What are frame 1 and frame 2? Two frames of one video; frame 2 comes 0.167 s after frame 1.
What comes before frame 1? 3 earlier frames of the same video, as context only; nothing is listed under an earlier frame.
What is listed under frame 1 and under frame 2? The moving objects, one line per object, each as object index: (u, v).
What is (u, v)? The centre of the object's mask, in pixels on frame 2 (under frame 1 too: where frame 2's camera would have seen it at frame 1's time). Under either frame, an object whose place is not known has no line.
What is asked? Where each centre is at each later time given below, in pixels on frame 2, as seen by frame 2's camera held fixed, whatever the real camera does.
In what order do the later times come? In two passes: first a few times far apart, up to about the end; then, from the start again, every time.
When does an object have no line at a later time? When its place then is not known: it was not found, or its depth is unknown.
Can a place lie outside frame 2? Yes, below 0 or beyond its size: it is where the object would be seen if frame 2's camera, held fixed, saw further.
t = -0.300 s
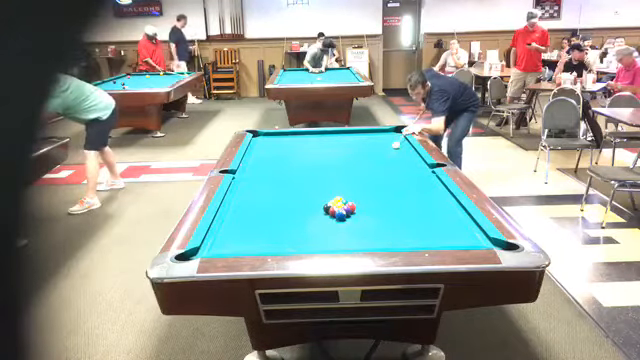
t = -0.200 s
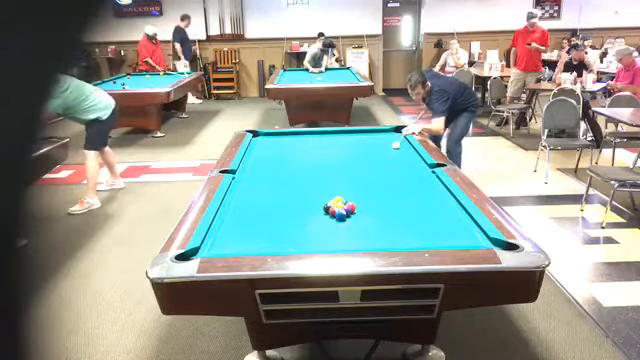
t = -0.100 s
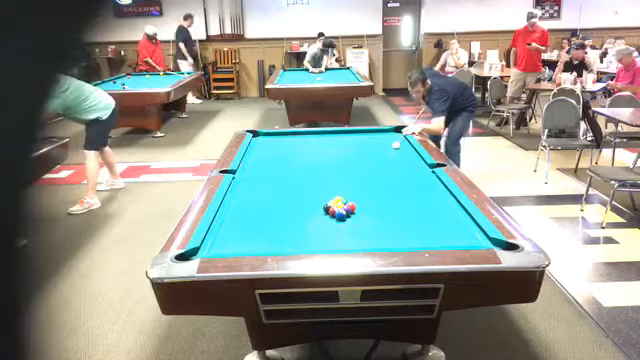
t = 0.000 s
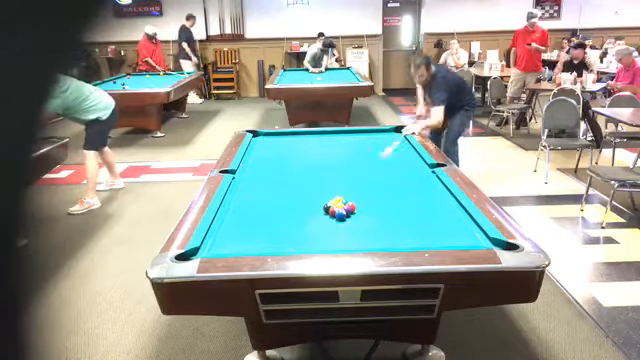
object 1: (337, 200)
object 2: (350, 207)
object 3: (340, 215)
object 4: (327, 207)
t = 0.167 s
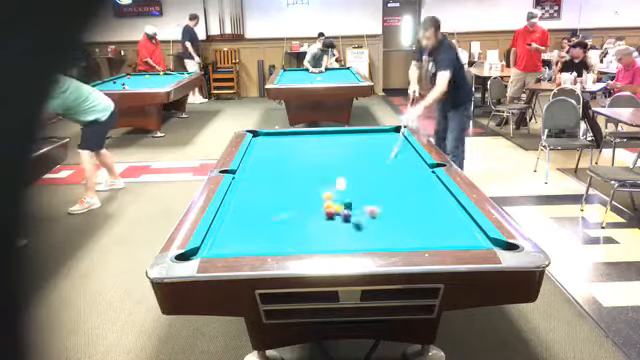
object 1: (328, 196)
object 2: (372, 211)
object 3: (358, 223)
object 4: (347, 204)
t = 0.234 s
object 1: (316, 195)
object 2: (401, 217)
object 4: (351, 204)
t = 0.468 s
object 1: (280, 190)
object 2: (475, 237)
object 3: (416, 231)
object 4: (365, 199)
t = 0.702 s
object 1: (250, 182)
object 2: (441, 243)
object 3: (428, 212)
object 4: (377, 196)
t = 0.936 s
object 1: (246, 176)
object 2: (405, 240)
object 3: (439, 196)
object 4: (388, 191)
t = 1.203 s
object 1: (267, 169)
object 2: (367, 236)
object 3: (431, 183)
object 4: (399, 188)
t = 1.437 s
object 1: (284, 164)
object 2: (335, 232)
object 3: (415, 175)
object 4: (408, 186)
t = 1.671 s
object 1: (299, 159)
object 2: (307, 228)
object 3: (400, 167)
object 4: (416, 183)
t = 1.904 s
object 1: (313, 155)
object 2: (296, 223)
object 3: (387, 160)
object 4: (424, 180)
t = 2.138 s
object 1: (326, 151)
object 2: (286, 220)
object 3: (376, 153)
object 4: (431, 179)
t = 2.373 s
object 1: (337, 148)
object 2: (276, 216)
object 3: (366, 148)
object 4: (432, 178)
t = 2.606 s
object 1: (348, 145)
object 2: (268, 212)
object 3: (357, 143)
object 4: (428, 176)
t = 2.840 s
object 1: (351, 142)
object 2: (261, 209)
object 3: (356, 140)
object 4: (424, 176)
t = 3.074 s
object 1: (353, 140)
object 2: (254, 206)
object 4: (421, 175)
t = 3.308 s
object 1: (347, 138)
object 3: (351, 132)
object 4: (419, 175)
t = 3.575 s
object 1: (340, 136)
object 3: (348, 134)
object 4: (418, 175)
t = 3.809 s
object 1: (335, 134)
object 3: (345, 137)
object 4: (417, 175)
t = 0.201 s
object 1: (323, 194)
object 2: (386, 214)
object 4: (350, 204)
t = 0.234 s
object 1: (316, 195)
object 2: (401, 217)
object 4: (351, 204)
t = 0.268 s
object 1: (309, 196)
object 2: (414, 220)
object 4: (354, 203)
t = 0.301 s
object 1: (304, 195)
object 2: (428, 223)
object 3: (405, 244)
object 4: (356, 203)
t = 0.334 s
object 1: (299, 194)
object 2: (441, 226)
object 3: (407, 242)
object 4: (358, 201)
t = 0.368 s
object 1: (295, 194)
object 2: (455, 229)
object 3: (409, 241)
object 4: (359, 201)
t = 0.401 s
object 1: (291, 191)
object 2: (468, 231)
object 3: (411, 237)
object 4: (361, 200)
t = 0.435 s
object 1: (287, 191)
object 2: (480, 234)
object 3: (414, 234)
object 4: (363, 199)
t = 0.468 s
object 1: (280, 190)
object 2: (475, 237)
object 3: (416, 231)
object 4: (365, 199)
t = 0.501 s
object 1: (276, 188)
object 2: (470, 237)
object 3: (418, 228)
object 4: (367, 198)
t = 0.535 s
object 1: (271, 188)
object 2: (464, 238)
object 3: (420, 225)
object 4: (368, 198)
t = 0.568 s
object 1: (266, 186)
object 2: (460, 240)
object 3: (422, 222)
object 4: (370, 197)
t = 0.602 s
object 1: (262, 185)
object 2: (455, 240)
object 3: (424, 220)
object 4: (372, 197)
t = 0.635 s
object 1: (259, 184)
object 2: (451, 242)
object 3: (425, 217)
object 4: (373, 196)
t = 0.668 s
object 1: (254, 184)
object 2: (447, 243)
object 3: (427, 214)
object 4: (375, 196)
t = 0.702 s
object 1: (250, 182)
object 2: (441, 243)
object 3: (428, 212)
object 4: (377, 196)
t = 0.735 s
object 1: (246, 181)
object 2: (436, 243)
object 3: (430, 209)
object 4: (379, 195)
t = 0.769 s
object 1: (242, 181)
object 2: (430, 243)
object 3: (431, 207)
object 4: (381, 195)
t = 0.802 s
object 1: (237, 180)
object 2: (424, 243)
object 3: (433, 204)
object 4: (382, 194)
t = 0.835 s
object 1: (237, 180)
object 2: (420, 242)
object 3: (435, 202)
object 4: (384, 194)
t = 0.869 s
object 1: (242, 177)
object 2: (415, 241)
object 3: (436, 200)
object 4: (385, 193)
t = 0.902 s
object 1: (244, 177)
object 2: (410, 241)
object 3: (438, 198)
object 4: (387, 192)
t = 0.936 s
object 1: (246, 176)
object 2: (405, 240)
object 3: (439, 196)
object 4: (388, 191)
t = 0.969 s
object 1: (249, 175)
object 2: (399, 240)
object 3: (441, 195)
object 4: (389, 191)
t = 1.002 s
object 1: (252, 174)
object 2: (394, 240)
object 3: (443, 193)
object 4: (391, 190)
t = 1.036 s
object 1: (253, 173)
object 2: (390, 239)
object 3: (444, 190)
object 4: (392, 190)
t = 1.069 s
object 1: (256, 173)
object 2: (385, 239)
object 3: (442, 188)
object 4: (393, 189)
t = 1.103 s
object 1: (260, 172)
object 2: (380, 238)
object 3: (439, 188)
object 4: (395, 189)
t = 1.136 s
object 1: (262, 171)
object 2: (376, 237)
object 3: (436, 185)
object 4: (396, 189)
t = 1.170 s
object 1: (265, 170)
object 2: (371, 237)
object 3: (434, 184)
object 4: (398, 188)
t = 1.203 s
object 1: (267, 169)
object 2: (367, 236)
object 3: (431, 183)
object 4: (399, 188)
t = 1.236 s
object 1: (270, 168)
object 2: (362, 235)
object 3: (428, 182)
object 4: (400, 188)
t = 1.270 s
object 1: (272, 167)
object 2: (357, 234)
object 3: (426, 180)
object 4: (401, 188)
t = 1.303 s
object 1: (275, 167)
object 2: (353, 234)
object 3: (424, 179)
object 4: (403, 187)
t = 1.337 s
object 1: (275, 167)
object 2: (349, 234)
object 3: (421, 178)
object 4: (404, 187)
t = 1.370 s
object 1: (280, 165)
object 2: (344, 233)
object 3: (419, 177)
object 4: (405, 186)
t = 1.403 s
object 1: (282, 165)
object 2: (340, 232)
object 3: (417, 175)
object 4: (406, 186)
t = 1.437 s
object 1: (284, 164)
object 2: (335, 232)
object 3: (415, 175)
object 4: (408, 186)
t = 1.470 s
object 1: (287, 163)
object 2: (331, 231)
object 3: (412, 173)
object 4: (409, 186)
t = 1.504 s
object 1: (289, 163)
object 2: (327, 230)
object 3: (410, 172)
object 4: (411, 185)
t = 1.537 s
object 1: (291, 163)
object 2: (324, 230)
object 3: (408, 171)
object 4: (412, 184)
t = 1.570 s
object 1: (292, 163)
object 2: (319, 229)
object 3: (406, 169)
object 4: (413, 184)
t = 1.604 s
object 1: (296, 161)
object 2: (314, 229)
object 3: (404, 169)
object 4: (414, 184)
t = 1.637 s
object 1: (298, 160)
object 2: (310, 229)
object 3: (402, 168)
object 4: (415, 183)
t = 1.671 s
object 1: (299, 159)
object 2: (307, 228)
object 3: (400, 167)
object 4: (416, 183)
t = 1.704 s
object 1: (299, 159)
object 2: (304, 228)
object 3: (399, 166)
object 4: (418, 182)
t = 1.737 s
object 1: (303, 158)
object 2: (303, 227)
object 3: (397, 165)
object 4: (418, 182)
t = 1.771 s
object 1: (305, 157)
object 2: (302, 226)
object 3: (395, 163)
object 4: (419, 182)
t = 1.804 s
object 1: (308, 157)
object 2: (301, 226)
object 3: (393, 163)
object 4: (421, 181)
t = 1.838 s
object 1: (310, 156)
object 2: (299, 225)
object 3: (392, 163)
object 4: (422, 181)
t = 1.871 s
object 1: (310, 156)
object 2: (297, 224)
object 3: (390, 162)
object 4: (423, 180)
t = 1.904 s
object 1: (313, 155)
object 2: (296, 223)
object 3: (387, 160)
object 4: (424, 180)
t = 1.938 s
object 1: (314, 155)
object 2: (294, 223)
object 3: (386, 158)
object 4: (425, 180)
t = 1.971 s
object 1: (316, 155)
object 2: (293, 222)
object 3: (385, 158)
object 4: (426, 180)
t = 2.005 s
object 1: (319, 153)
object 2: (291, 221)
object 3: (382, 157)
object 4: (427, 180)
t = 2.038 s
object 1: (320, 153)
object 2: (290, 221)
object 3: (381, 156)
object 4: (428, 180)
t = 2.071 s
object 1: (322, 152)
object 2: (288, 221)
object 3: (379, 155)
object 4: (429, 179)
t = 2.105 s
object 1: (323, 152)
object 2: (287, 220)
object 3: (379, 155)
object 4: (430, 179)
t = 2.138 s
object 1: (326, 151)
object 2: (286, 220)
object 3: (376, 153)
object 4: (431, 179)
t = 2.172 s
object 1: (326, 151)
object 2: (284, 218)
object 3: (376, 153)
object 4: (432, 179)
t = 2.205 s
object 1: (331, 150)
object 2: (283, 218)
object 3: (372, 151)
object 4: (433, 178)
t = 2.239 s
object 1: (331, 150)
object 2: (282, 218)
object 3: (372, 151)
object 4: (433, 178)
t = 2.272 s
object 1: (332, 149)
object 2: (280, 217)
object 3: (370, 150)
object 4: (433, 178)
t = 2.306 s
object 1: (334, 149)
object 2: (279, 216)
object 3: (369, 149)
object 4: (433, 178)
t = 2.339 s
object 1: (336, 148)
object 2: (277, 216)
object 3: (367, 149)
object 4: (433, 178)
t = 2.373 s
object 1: (337, 148)
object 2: (276, 216)
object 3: (366, 148)
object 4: (432, 178)
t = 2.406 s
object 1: (339, 147)
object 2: (275, 215)
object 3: (365, 148)
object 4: (431, 179)
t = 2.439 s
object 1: (341, 147)
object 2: (274, 214)
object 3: (363, 147)
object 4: (430, 177)
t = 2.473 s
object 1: (341, 147)
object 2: (273, 214)
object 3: (363, 147)
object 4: (429, 177)
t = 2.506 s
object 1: (343, 147)
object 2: (272, 214)
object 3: (361, 146)
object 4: (429, 178)
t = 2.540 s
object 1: (345, 146)
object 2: (270, 213)
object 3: (360, 145)
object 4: (429, 177)
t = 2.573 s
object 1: (347, 145)
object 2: (269, 213)
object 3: (359, 145)
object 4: (428, 176)
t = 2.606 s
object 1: (348, 145)
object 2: (268, 212)
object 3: (357, 143)
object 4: (428, 176)
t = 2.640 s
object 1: (349, 144)
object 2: (267, 212)
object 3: (356, 143)
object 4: (427, 176)
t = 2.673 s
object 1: (349, 144)
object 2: (266, 211)
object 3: (356, 142)
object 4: (427, 176)
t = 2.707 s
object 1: (349, 144)
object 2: (265, 211)
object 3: (356, 141)
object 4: (427, 176)
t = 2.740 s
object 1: (350, 143)
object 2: (264, 210)
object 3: (357, 141)
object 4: (425, 176)
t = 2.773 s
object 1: (351, 143)
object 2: (262, 210)
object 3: (356, 140)
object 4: (425, 176)
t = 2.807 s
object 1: (351, 142)
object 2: (262, 209)
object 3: (356, 140)
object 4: (424, 175)
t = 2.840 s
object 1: (351, 142)
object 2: (261, 209)
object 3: (356, 140)
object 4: (424, 176)
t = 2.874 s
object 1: (352, 141)
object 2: (260, 208)
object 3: (356, 138)
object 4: (423, 175)
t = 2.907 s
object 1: (352, 141)
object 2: (259, 208)
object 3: (355, 137)
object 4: (423, 176)
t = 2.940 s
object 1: (353, 140)
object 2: (258, 208)
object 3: (355, 136)
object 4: (422, 176)
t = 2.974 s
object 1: (353, 140)
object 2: (257, 207)
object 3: (354, 135)
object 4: (422, 175)
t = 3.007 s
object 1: (353, 140)
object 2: (256, 207)
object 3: (354, 135)
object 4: (422, 176)
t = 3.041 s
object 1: (352, 140)
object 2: (255, 207)
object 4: (422, 175)
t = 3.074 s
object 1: (353, 140)
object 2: (254, 206)
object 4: (421, 175)
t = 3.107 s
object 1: (352, 140)
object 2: (254, 206)
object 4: (421, 175)
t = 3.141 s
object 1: (351, 140)
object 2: (252, 205)
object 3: (352, 133)
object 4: (421, 175)
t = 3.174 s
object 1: (349, 139)
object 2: (252, 206)
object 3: (352, 133)
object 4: (421, 175)
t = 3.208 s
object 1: (349, 139)
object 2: (251, 205)
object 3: (352, 133)
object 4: (420, 175)
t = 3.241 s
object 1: (348, 138)
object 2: (251, 205)
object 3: (352, 132)
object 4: (420, 175)
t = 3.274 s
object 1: (347, 138)
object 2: (250, 204)
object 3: (352, 132)
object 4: (420, 175)
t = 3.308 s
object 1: (347, 138)
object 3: (351, 132)
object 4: (419, 175)
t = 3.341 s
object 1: (346, 138)
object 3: (350, 133)
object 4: (419, 175)
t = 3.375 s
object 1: (345, 138)
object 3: (350, 133)
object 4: (419, 175)
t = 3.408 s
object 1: (344, 138)
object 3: (349, 132)
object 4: (419, 175)
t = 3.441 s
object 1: (344, 137)
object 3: (349, 133)
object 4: (418, 175)
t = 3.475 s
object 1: (343, 137)
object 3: (349, 133)
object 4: (418, 175)
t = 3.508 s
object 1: (342, 136)
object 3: (349, 134)
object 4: (418, 175)
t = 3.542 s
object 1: (341, 136)
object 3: (348, 134)
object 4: (418, 175)
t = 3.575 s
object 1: (340, 136)
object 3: (348, 134)
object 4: (418, 175)
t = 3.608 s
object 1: (339, 136)
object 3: (347, 134)
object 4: (418, 175)
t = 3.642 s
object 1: (339, 136)
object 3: (346, 135)
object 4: (417, 174)
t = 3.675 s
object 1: (338, 136)
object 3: (346, 135)
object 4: (418, 175)
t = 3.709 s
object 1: (337, 136)
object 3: (345, 135)
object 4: (418, 174)
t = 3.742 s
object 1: (336, 135)
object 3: (345, 135)
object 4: (417, 174)
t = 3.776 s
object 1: (335, 134)
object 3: (345, 137)
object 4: (417, 175)
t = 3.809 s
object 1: (335, 134)
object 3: (345, 137)
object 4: (417, 175)
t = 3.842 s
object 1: (334, 134)
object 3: (344, 138)
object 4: (417, 175)
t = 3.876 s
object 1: (333, 133)
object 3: (343, 137)
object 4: (417, 175)
